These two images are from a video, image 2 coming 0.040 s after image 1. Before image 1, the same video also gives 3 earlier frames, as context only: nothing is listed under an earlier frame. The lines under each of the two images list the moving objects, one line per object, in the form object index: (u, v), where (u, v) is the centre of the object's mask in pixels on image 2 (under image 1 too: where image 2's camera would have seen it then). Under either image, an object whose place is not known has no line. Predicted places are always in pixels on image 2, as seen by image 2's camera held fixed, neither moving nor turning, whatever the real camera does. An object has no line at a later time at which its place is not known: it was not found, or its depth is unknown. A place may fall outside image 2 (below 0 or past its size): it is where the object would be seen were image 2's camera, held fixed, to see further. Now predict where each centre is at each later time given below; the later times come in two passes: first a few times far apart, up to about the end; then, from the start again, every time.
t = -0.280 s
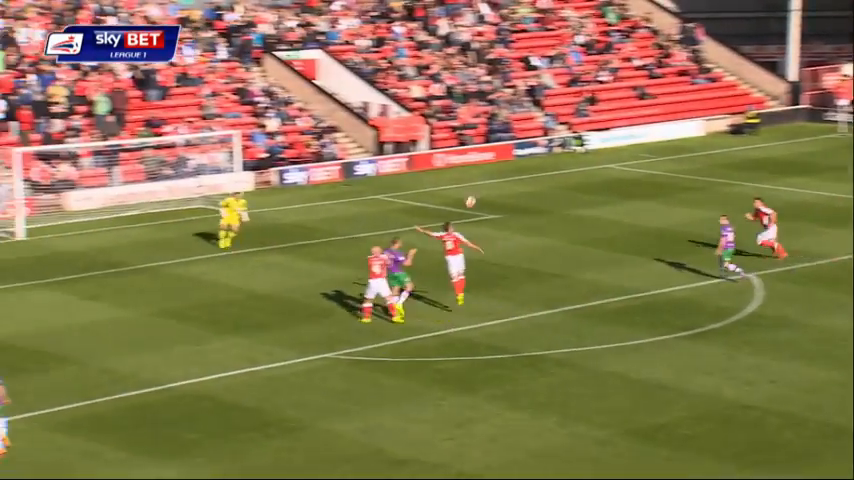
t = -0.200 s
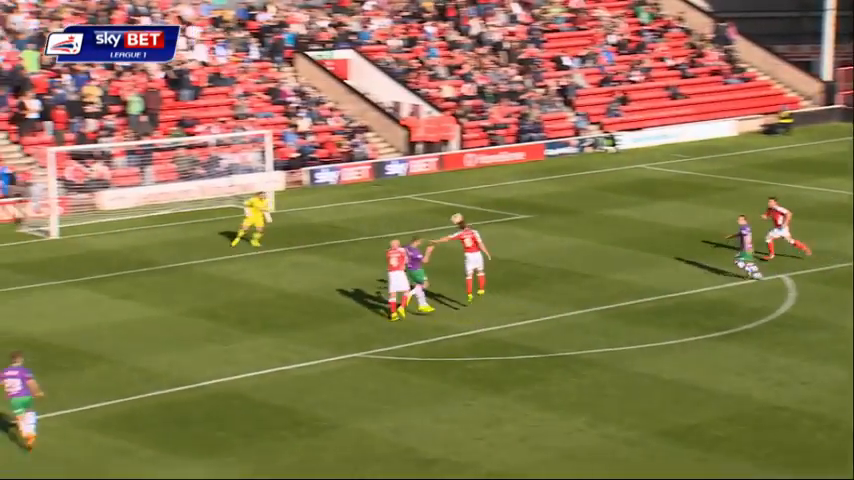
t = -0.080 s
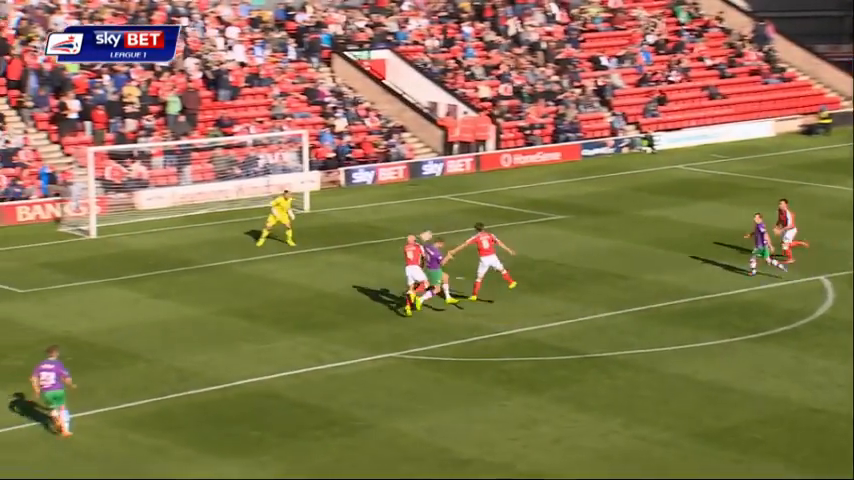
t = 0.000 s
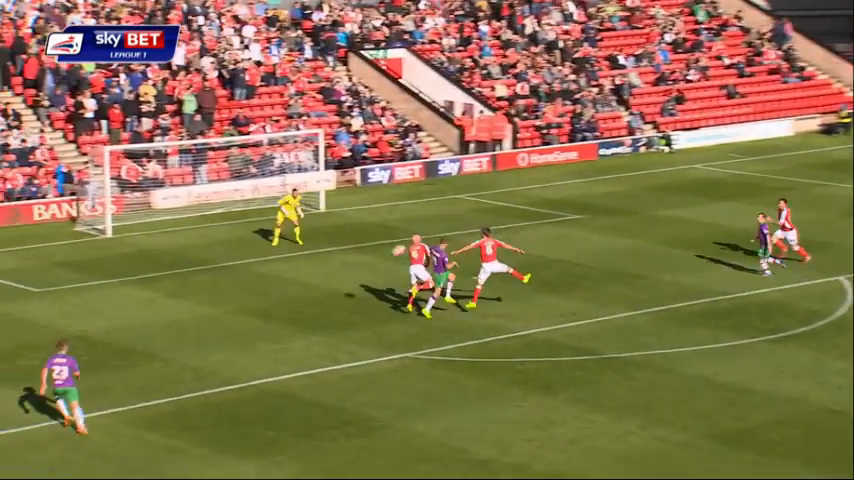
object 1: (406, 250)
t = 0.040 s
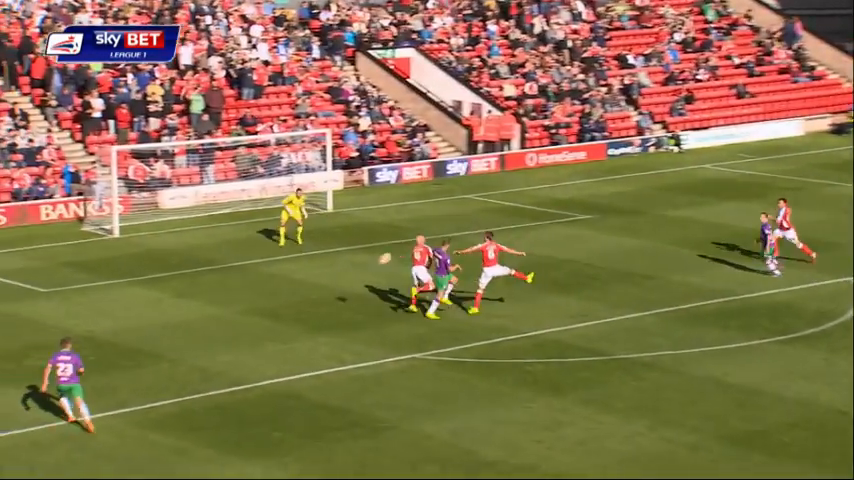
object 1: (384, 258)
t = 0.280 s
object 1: (257, 319)
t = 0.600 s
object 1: (170, 297)
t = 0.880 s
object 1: (109, 303)
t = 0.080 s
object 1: (363, 267)
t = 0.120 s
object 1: (341, 276)
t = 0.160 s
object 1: (321, 286)
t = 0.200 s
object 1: (300, 296)
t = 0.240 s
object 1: (278, 307)
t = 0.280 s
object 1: (257, 319)
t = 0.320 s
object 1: (236, 329)
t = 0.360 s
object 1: (226, 324)
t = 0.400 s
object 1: (217, 317)
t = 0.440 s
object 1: (207, 312)
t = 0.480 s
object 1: (198, 307)
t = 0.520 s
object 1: (188, 302)
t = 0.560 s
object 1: (180, 300)
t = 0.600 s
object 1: (170, 297)
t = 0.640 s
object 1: (161, 296)
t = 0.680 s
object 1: (153, 295)
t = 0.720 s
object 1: (144, 295)
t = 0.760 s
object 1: (135, 296)
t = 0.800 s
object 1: (126, 297)
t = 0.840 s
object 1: (117, 300)
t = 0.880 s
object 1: (109, 303)
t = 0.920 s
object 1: (100, 307)
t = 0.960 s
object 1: (91, 311)
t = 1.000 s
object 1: (82, 317)
